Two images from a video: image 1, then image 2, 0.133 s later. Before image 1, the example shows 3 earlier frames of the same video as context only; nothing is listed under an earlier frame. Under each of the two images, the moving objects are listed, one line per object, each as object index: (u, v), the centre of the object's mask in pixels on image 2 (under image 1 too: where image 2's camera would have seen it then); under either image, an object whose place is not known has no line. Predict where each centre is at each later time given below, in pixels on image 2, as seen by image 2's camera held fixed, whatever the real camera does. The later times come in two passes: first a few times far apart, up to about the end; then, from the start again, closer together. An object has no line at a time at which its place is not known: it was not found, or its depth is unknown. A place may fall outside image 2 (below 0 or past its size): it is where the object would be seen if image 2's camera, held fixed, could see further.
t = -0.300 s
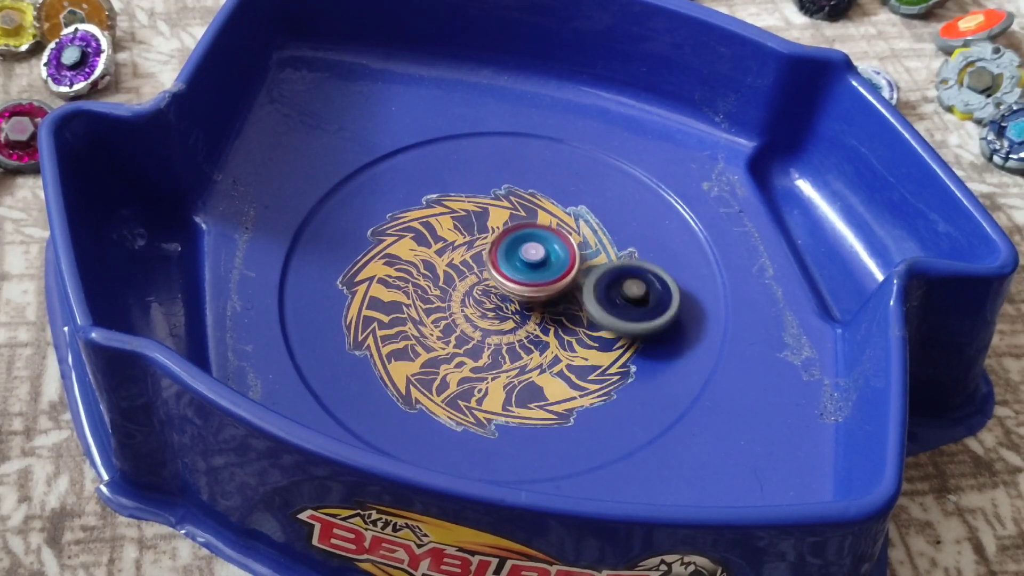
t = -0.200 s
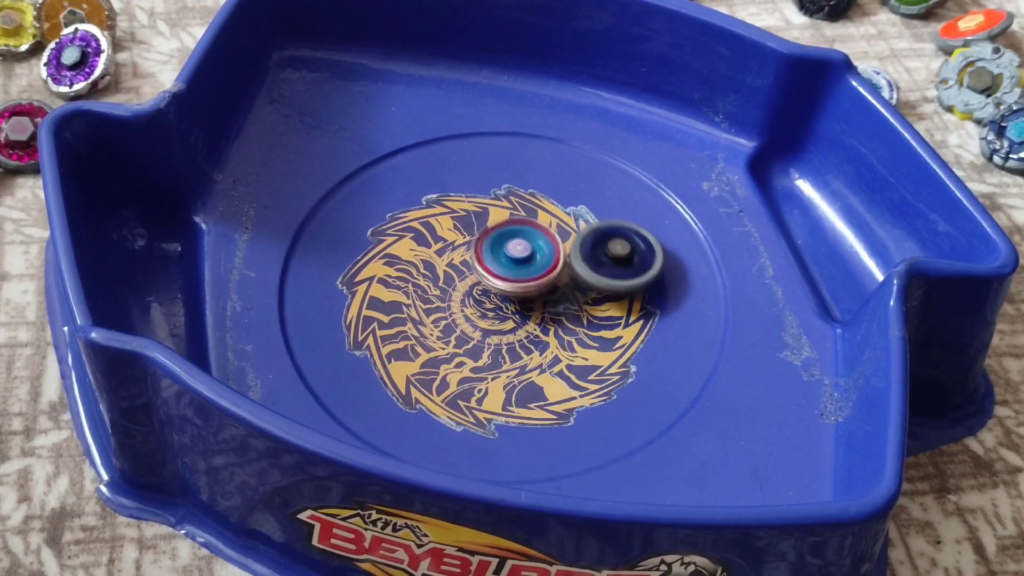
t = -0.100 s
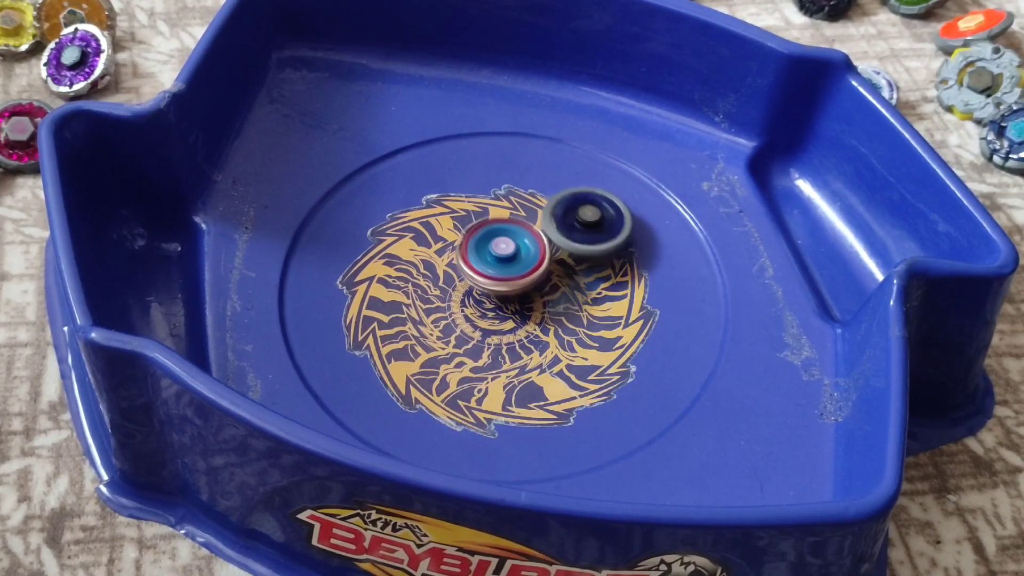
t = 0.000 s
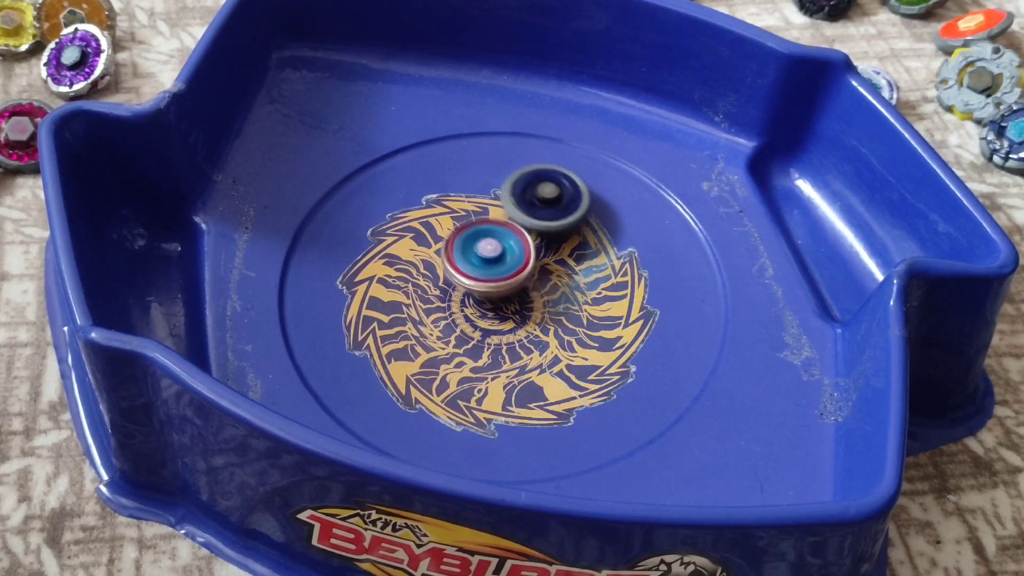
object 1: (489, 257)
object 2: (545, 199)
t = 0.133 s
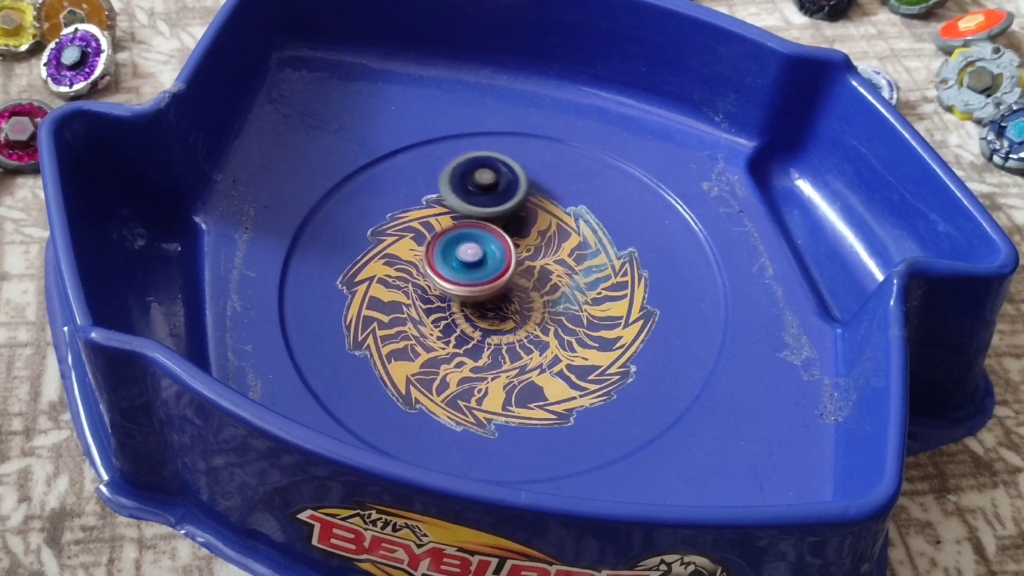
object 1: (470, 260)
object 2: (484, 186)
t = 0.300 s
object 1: (451, 270)
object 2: (415, 201)
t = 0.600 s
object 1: (494, 345)
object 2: (306, 230)
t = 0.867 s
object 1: (529, 344)
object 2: (370, 318)
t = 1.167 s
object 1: (597, 316)
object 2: (462, 319)
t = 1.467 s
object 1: (650, 274)
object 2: (427, 261)
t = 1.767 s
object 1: (650, 247)
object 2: (389, 275)
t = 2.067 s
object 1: (617, 237)
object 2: (445, 297)
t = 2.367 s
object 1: (647, 212)
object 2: (343, 326)
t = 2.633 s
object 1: (600, 212)
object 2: (384, 417)
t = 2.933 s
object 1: (545, 234)
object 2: (521, 402)
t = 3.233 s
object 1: (471, 197)
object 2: (635, 366)
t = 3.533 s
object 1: (383, 162)
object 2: (720, 310)
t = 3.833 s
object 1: (356, 187)
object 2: (656, 215)
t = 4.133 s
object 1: (404, 232)
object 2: (512, 190)
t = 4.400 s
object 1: (423, 294)
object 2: (457, 170)
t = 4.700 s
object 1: (479, 334)
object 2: (396, 218)
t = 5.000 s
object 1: (518, 356)
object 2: (419, 305)
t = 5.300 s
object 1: (570, 373)
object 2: (433, 327)
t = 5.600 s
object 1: (568, 351)
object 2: (468, 320)
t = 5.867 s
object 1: (574, 337)
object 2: (428, 255)
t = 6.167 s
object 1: (544, 299)
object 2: (388, 220)
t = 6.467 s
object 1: (513, 279)
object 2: (417, 227)
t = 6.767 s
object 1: (518, 279)
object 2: (459, 221)
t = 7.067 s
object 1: (542, 311)
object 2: (474, 174)
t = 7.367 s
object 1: (541, 319)
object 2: (504, 194)
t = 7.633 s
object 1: (524, 315)
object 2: (537, 240)
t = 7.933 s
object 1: (490, 333)
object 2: (574, 254)
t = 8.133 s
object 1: (477, 325)
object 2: (574, 278)
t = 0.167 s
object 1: (465, 261)
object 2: (468, 186)
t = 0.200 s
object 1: (461, 263)
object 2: (454, 188)
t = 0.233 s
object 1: (457, 265)
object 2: (440, 190)
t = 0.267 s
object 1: (454, 267)
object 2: (427, 196)
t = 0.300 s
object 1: (451, 270)
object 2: (415, 201)
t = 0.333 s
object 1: (454, 286)
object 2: (398, 195)
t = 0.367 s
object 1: (460, 307)
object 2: (380, 180)
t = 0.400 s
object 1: (465, 322)
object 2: (366, 174)
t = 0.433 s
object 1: (470, 331)
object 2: (352, 175)
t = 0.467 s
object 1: (474, 336)
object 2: (338, 181)
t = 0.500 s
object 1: (479, 340)
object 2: (325, 188)
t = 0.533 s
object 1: (484, 342)
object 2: (316, 200)
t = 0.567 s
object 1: (489, 344)
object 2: (310, 216)
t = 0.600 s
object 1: (494, 345)
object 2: (306, 230)
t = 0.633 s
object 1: (499, 346)
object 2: (304, 243)
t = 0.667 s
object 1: (503, 347)
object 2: (306, 257)
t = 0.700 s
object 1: (508, 347)
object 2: (310, 269)
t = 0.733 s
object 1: (513, 347)
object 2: (319, 282)
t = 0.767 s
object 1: (516, 347)
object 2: (329, 292)
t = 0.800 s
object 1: (521, 346)
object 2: (341, 302)
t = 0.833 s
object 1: (525, 345)
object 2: (355, 310)
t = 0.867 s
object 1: (529, 344)
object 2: (370, 318)
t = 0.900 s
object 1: (533, 343)
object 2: (386, 325)
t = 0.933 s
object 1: (538, 341)
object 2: (404, 331)
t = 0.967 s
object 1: (541, 338)
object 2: (422, 334)
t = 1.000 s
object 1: (544, 334)
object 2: (440, 335)
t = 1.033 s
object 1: (557, 331)
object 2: (441, 332)
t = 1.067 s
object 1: (564, 327)
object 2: (451, 330)
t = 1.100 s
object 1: (567, 323)
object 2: (464, 328)
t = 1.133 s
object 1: (584, 321)
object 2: (462, 325)
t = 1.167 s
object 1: (597, 316)
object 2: (462, 319)
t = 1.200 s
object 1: (602, 312)
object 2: (469, 315)
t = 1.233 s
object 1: (603, 307)
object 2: (476, 311)
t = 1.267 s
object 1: (604, 302)
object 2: (484, 308)
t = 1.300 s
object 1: (602, 296)
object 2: (490, 303)
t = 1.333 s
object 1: (601, 291)
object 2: (496, 299)
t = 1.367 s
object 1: (601, 286)
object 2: (498, 294)
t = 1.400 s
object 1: (626, 282)
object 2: (467, 279)
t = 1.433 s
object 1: (643, 278)
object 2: (444, 269)
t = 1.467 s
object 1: (650, 274)
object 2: (427, 261)
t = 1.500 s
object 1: (654, 271)
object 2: (418, 259)
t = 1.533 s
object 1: (656, 268)
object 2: (410, 258)
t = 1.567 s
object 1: (655, 263)
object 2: (404, 258)
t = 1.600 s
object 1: (655, 259)
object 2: (399, 259)
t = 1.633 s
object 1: (654, 255)
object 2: (395, 262)
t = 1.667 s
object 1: (652, 251)
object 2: (391, 264)
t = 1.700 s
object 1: (650, 247)
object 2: (389, 267)
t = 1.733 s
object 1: (650, 246)
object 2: (388, 271)
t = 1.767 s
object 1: (650, 247)
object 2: (389, 275)
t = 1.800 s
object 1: (650, 247)
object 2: (391, 279)
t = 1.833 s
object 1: (650, 248)
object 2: (395, 283)
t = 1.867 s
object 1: (649, 247)
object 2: (399, 285)
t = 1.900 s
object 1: (646, 246)
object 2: (406, 289)
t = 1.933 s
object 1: (643, 243)
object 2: (412, 291)
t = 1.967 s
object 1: (639, 241)
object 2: (419, 294)
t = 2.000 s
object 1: (633, 240)
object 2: (428, 296)
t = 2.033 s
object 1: (625, 238)
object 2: (436, 297)
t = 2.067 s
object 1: (617, 237)
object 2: (445, 297)
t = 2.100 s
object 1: (609, 237)
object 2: (454, 297)
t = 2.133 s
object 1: (600, 236)
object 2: (464, 296)
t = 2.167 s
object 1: (592, 237)
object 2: (473, 294)
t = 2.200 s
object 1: (583, 238)
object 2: (482, 292)
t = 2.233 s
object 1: (576, 239)
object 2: (491, 290)
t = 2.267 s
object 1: (592, 229)
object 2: (460, 297)
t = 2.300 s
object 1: (618, 219)
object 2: (412, 309)
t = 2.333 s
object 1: (636, 215)
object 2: (372, 317)
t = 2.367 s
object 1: (647, 212)
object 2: (343, 326)
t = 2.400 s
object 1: (649, 212)
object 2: (327, 336)
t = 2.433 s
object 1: (646, 211)
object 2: (322, 347)
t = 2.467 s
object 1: (639, 211)
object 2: (324, 361)
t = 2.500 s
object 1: (632, 210)
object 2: (328, 375)
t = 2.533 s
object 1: (624, 210)
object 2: (335, 388)
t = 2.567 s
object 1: (615, 210)
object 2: (351, 399)
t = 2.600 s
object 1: (607, 210)
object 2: (370, 410)
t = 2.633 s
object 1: (600, 212)
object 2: (384, 417)
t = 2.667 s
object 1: (593, 214)
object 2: (398, 421)
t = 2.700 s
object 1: (586, 215)
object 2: (414, 426)
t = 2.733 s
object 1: (580, 217)
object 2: (430, 428)
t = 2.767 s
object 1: (573, 219)
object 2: (446, 429)
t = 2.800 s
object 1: (568, 222)
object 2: (461, 427)
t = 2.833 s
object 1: (562, 225)
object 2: (479, 422)
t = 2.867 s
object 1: (556, 228)
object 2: (495, 416)
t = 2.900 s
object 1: (550, 231)
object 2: (508, 410)
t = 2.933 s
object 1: (545, 234)
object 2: (521, 402)
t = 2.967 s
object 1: (540, 237)
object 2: (531, 392)
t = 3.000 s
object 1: (534, 240)
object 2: (542, 381)
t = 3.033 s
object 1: (530, 243)
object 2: (553, 370)
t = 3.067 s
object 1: (525, 245)
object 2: (561, 356)
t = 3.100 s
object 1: (521, 249)
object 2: (567, 344)
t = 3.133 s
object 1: (518, 251)
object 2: (571, 330)
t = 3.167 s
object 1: (512, 249)
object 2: (579, 323)
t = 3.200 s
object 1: (490, 220)
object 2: (610, 347)
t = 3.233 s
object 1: (471, 197)
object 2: (635, 366)
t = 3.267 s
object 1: (454, 180)
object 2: (653, 379)
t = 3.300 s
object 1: (442, 169)
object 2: (667, 383)
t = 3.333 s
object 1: (432, 163)
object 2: (678, 380)
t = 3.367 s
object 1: (422, 161)
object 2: (688, 371)
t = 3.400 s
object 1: (413, 161)
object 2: (698, 359)
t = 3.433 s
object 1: (404, 161)
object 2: (706, 347)
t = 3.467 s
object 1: (396, 161)
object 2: (713, 335)
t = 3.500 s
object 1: (389, 162)
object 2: (717, 322)
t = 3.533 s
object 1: (383, 162)
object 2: (720, 310)
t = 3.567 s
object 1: (377, 163)
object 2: (720, 298)
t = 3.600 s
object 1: (372, 165)
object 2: (719, 287)
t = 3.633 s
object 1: (367, 166)
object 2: (716, 276)
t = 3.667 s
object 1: (363, 168)
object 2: (711, 264)
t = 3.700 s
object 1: (360, 172)
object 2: (704, 253)
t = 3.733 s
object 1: (358, 174)
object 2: (694, 242)
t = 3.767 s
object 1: (356, 178)
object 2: (683, 232)
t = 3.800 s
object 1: (356, 182)
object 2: (670, 223)
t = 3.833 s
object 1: (356, 187)
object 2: (656, 215)
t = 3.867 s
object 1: (357, 191)
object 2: (641, 208)
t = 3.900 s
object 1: (359, 196)
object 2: (625, 202)
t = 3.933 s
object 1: (364, 202)
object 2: (610, 197)
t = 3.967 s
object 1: (369, 208)
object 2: (594, 194)
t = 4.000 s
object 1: (375, 212)
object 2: (578, 192)
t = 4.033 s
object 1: (381, 217)
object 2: (562, 190)
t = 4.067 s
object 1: (388, 222)
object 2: (545, 189)
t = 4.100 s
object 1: (396, 227)
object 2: (529, 189)
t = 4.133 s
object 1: (404, 232)
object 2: (512, 190)
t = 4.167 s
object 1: (413, 235)
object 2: (496, 191)
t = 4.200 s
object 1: (414, 243)
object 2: (487, 189)
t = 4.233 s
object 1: (404, 258)
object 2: (494, 179)
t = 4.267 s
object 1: (402, 268)
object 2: (495, 173)
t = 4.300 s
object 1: (406, 276)
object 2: (489, 171)
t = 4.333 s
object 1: (410, 283)
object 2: (479, 169)
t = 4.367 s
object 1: (417, 288)
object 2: (467, 169)
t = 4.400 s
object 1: (423, 294)
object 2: (457, 170)
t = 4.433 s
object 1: (430, 299)
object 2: (446, 172)
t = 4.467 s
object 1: (437, 304)
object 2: (437, 175)
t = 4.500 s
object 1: (443, 309)
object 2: (428, 179)
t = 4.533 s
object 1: (449, 313)
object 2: (420, 183)
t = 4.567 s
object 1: (456, 318)
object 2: (414, 188)
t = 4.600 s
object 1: (463, 322)
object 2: (409, 195)
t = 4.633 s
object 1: (468, 326)
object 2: (404, 202)
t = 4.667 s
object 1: (474, 330)
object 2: (399, 210)
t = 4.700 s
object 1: (479, 334)
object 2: (396, 218)
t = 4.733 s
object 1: (484, 338)
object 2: (394, 228)
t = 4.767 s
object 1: (489, 340)
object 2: (393, 237)
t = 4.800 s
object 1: (494, 343)
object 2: (393, 246)
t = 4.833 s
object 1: (498, 346)
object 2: (395, 257)
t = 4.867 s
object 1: (503, 349)
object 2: (397, 266)
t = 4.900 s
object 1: (507, 351)
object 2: (401, 276)
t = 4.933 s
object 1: (511, 353)
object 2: (407, 286)
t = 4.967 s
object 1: (515, 354)
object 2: (413, 297)
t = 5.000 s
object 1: (518, 356)
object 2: (419, 305)
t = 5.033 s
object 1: (520, 357)
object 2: (428, 315)
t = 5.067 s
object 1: (528, 361)
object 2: (431, 319)
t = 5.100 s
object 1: (544, 368)
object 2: (422, 313)
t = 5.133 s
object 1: (555, 373)
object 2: (419, 311)
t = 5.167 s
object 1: (562, 376)
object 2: (420, 312)
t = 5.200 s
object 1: (566, 376)
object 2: (423, 316)
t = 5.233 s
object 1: (568, 376)
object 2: (425, 320)
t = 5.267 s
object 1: (569, 374)
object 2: (429, 324)
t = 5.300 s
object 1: (570, 373)
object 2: (433, 327)
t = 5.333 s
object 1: (570, 370)
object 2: (439, 330)
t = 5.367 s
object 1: (570, 368)
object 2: (445, 332)
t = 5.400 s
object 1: (569, 364)
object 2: (451, 333)
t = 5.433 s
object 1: (566, 360)
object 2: (458, 334)
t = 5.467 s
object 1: (561, 356)
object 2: (463, 334)
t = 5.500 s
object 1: (563, 355)
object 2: (461, 330)
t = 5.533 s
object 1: (563, 354)
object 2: (464, 327)
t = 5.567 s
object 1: (564, 353)
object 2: (467, 325)
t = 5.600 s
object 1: (568, 351)
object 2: (468, 320)
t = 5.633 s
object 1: (568, 350)
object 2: (468, 316)
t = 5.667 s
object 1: (567, 347)
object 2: (470, 313)
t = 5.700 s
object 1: (564, 343)
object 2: (470, 309)
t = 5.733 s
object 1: (560, 339)
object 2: (469, 304)
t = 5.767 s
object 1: (559, 336)
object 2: (468, 298)
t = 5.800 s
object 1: (570, 339)
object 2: (449, 278)
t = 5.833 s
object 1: (574, 339)
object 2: (436, 265)
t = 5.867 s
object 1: (574, 337)
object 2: (428, 255)
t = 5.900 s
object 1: (572, 334)
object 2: (421, 249)
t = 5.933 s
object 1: (569, 330)
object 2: (415, 244)
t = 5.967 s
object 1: (566, 325)
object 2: (410, 239)
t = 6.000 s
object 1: (562, 320)
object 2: (405, 235)
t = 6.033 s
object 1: (558, 316)
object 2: (400, 231)
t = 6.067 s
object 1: (554, 311)
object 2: (396, 227)
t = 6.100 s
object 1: (550, 306)
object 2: (392, 225)
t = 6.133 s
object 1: (547, 303)
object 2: (390, 222)
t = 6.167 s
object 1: (544, 299)
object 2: (388, 220)
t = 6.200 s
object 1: (541, 297)
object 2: (388, 219)
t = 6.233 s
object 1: (538, 294)
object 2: (389, 218)
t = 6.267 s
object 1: (535, 292)
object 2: (390, 218)
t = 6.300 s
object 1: (531, 290)
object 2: (392, 219)
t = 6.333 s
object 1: (527, 288)
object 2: (395, 219)
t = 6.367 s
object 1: (523, 285)
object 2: (400, 221)
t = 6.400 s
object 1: (520, 283)
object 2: (405, 223)
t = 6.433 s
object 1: (516, 281)
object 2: (411, 225)
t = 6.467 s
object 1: (513, 279)
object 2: (417, 227)
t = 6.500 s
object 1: (509, 277)
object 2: (425, 229)
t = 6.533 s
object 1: (510, 278)
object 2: (430, 228)
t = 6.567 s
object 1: (513, 281)
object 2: (430, 224)
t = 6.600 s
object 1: (513, 280)
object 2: (434, 222)
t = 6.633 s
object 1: (513, 279)
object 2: (440, 223)
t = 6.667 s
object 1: (512, 277)
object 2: (444, 222)
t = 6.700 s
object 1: (514, 279)
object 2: (449, 221)
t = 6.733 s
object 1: (516, 279)
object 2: (453, 221)
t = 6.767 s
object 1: (518, 279)
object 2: (459, 221)
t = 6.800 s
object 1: (524, 288)
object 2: (461, 212)
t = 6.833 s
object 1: (532, 298)
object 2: (460, 198)
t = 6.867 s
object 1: (535, 303)
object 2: (461, 191)
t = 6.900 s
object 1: (537, 305)
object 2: (462, 186)
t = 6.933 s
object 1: (539, 307)
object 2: (463, 183)
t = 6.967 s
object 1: (540, 308)
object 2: (464, 180)
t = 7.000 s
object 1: (540, 308)
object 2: (463, 177)
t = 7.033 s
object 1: (542, 310)
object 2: (466, 174)
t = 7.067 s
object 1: (542, 311)
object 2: (474, 174)
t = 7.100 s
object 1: (543, 312)
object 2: (477, 174)
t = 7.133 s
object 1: (544, 313)
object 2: (479, 175)
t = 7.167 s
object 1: (545, 315)
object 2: (482, 176)
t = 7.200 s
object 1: (545, 315)
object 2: (486, 177)
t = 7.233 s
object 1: (545, 316)
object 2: (491, 180)
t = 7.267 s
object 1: (544, 318)
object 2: (494, 182)
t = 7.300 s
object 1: (543, 318)
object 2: (497, 186)
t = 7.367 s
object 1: (541, 319)
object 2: (504, 194)
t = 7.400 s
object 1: (540, 319)
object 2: (508, 200)
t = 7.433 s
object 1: (538, 319)
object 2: (512, 204)
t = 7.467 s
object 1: (537, 319)
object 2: (515, 210)
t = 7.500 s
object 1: (535, 318)
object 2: (520, 216)
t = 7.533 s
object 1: (532, 318)
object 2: (524, 223)
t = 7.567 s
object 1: (530, 317)
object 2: (528, 230)
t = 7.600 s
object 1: (527, 316)
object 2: (532, 235)
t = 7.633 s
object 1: (524, 315)
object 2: (537, 240)
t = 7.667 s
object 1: (519, 324)
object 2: (544, 238)
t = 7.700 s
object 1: (513, 330)
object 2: (551, 235)
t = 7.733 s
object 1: (509, 332)
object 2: (555, 236)
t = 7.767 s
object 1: (505, 333)
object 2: (560, 239)
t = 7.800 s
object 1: (502, 334)
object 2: (563, 242)
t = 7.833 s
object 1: (499, 334)
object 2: (567, 245)
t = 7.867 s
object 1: (496, 334)
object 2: (571, 250)
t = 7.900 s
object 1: (493, 333)
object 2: (572, 252)
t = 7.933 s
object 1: (490, 333)
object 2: (574, 254)
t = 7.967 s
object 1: (488, 331)
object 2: (574, 258)
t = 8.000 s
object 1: (485, 331)
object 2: (575, 262)
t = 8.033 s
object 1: (483, 329)
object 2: (576, 267)
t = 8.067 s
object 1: (481, 329)
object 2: (576, 270)
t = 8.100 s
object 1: (479, 326)
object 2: (575, 274)
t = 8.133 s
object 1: (477, 325)
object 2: (574, 278)
